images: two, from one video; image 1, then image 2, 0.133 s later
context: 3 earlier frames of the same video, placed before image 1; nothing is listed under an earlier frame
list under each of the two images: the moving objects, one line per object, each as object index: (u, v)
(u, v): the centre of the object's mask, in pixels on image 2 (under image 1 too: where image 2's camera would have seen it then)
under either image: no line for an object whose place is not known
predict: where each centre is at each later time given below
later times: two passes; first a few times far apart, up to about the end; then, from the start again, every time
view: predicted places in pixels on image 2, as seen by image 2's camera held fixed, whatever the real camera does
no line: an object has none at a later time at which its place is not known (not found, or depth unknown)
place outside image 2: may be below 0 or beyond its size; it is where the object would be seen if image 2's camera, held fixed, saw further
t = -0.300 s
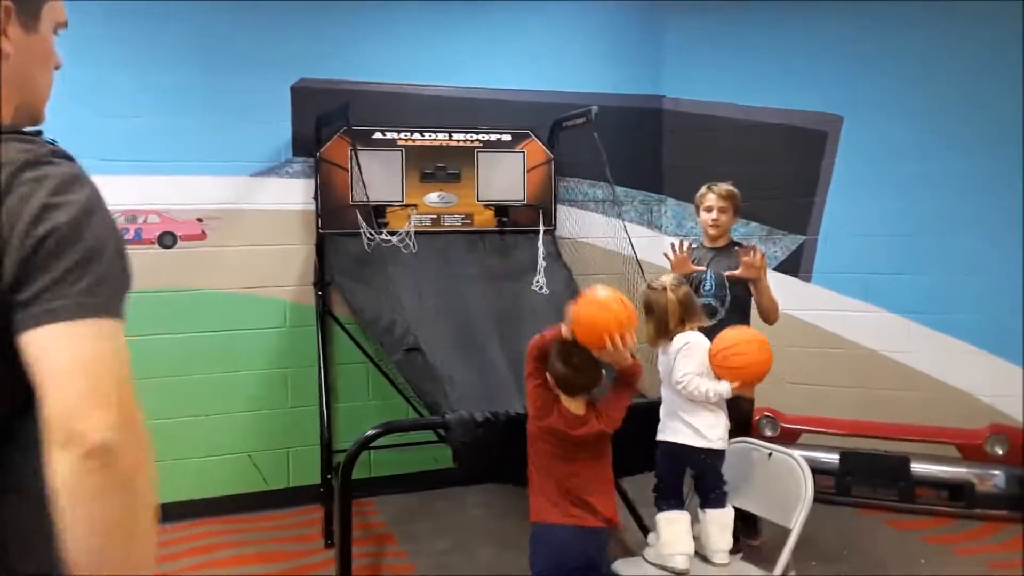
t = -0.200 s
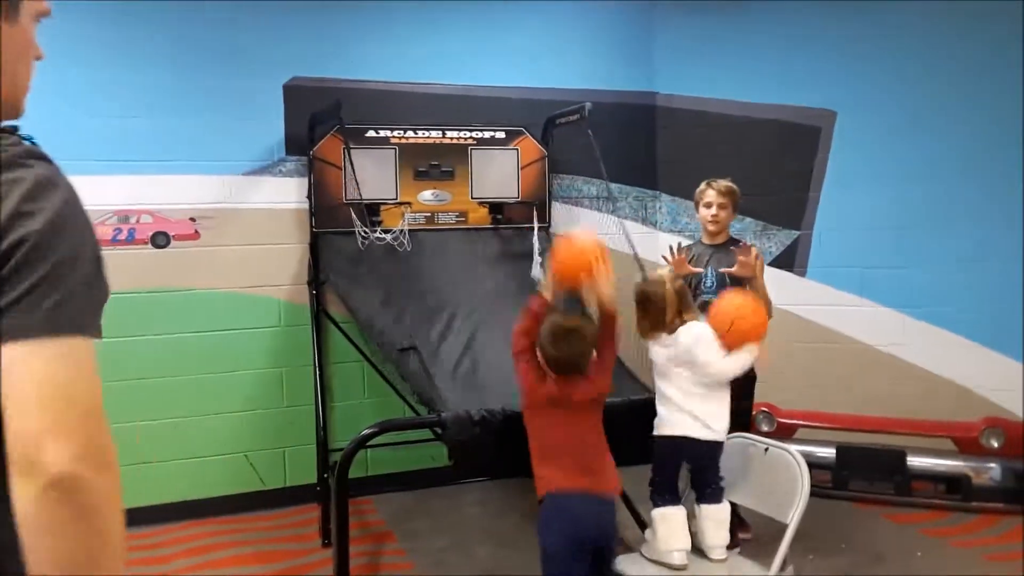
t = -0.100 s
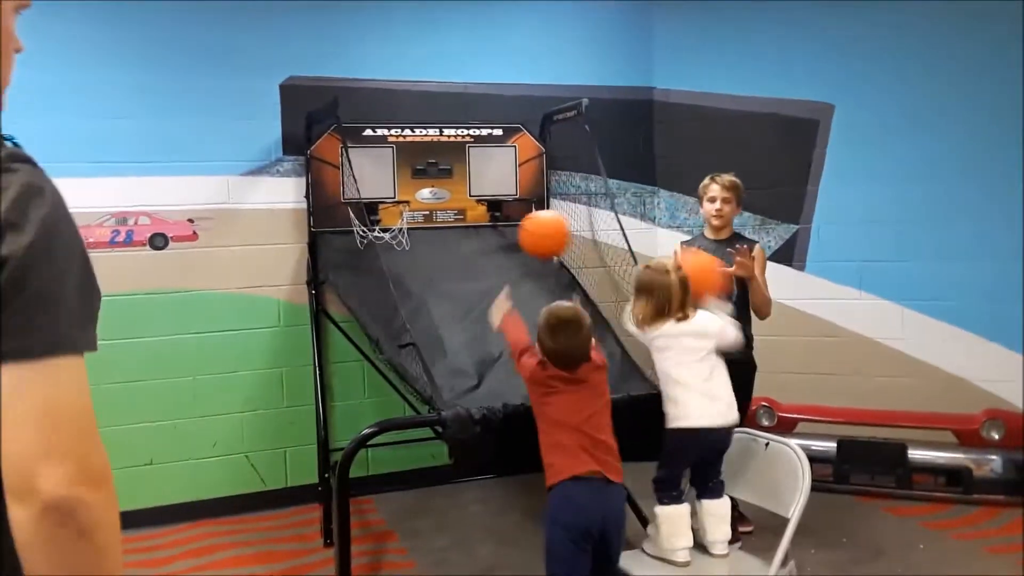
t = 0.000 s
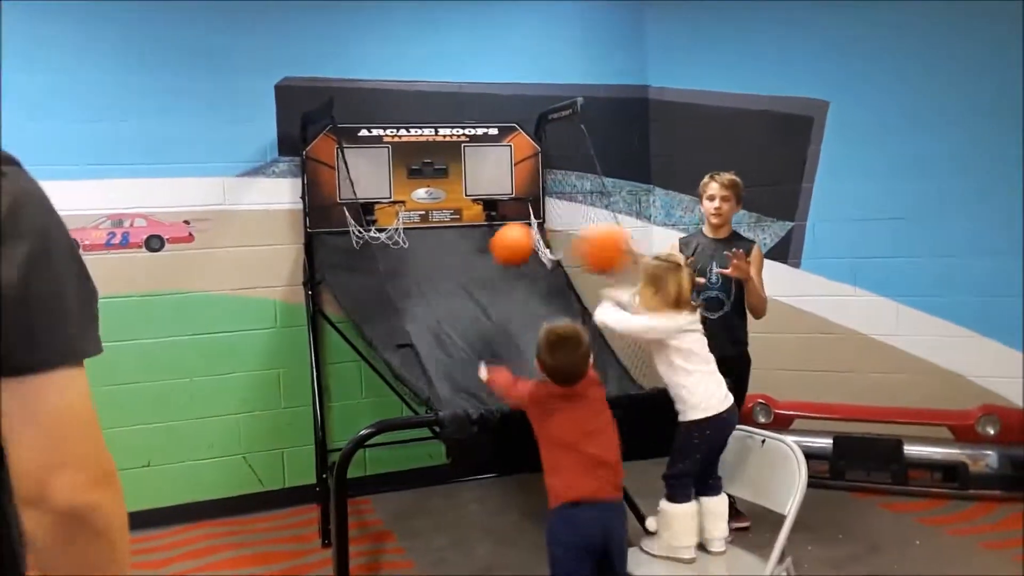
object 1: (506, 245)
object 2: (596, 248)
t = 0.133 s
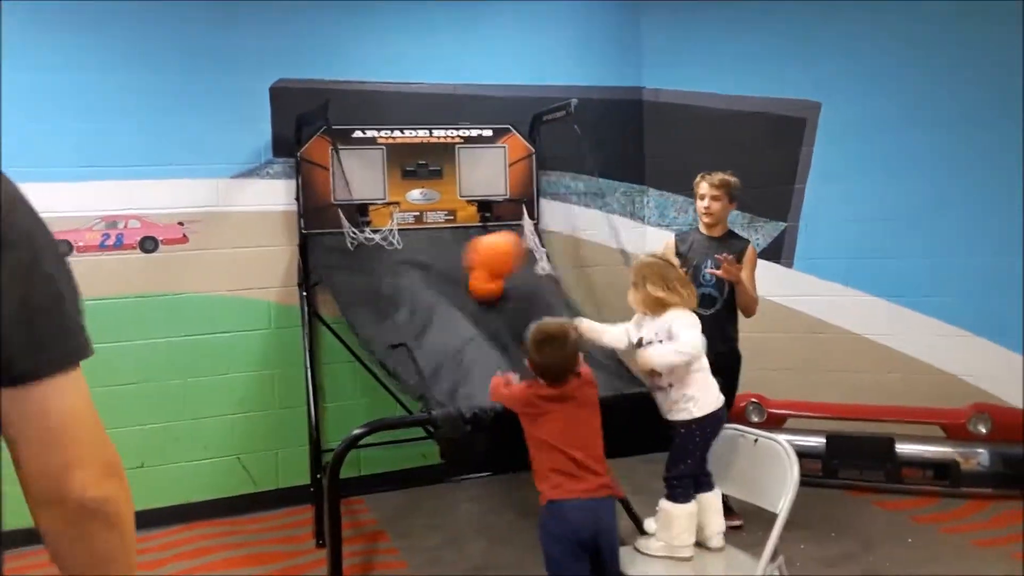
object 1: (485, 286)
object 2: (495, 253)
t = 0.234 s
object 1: (491, 280)
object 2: (428, 289)
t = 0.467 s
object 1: (499, 261)
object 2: (383, 354)
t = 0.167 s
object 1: (489, 289)
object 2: (469, 263)
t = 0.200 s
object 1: (489, 284)
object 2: (447, 276)
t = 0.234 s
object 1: (491, 280)
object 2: (428, 289)
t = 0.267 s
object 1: (492, 274)
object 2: (408, 306)
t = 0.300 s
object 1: (493, 269)
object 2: (393, 322)
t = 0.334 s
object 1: (494, 266)
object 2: (381, 336)
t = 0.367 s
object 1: (495, 263)
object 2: (374, 352)
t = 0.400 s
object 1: (496, 261)
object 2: (372, 357)
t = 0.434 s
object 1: (497, 261)
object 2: (375, 356)
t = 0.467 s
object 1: (499, 261)
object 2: (383, 354)
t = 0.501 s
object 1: (500, 262)
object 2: (389, 354)
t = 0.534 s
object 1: (503, 263)
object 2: (398, 351)
